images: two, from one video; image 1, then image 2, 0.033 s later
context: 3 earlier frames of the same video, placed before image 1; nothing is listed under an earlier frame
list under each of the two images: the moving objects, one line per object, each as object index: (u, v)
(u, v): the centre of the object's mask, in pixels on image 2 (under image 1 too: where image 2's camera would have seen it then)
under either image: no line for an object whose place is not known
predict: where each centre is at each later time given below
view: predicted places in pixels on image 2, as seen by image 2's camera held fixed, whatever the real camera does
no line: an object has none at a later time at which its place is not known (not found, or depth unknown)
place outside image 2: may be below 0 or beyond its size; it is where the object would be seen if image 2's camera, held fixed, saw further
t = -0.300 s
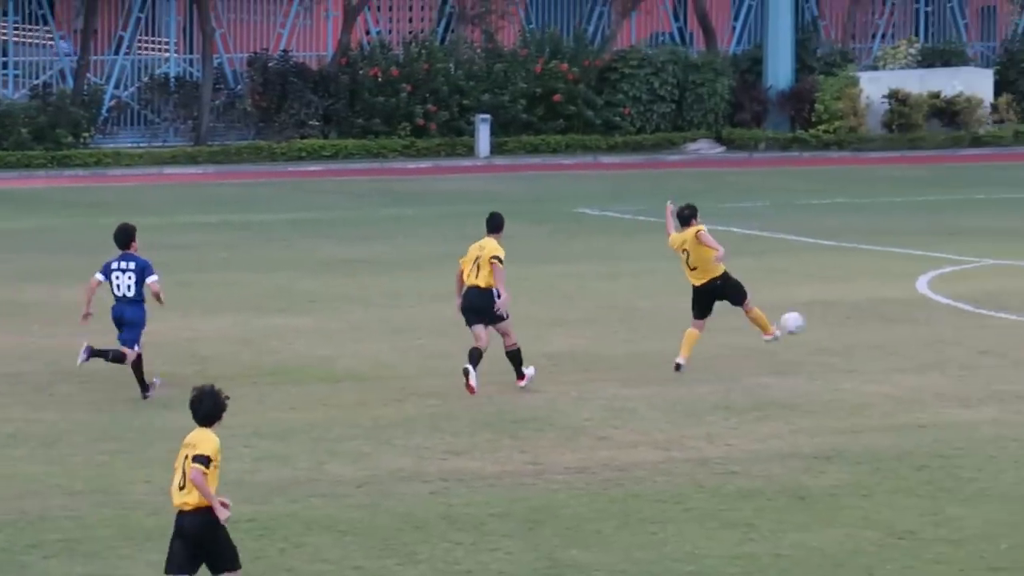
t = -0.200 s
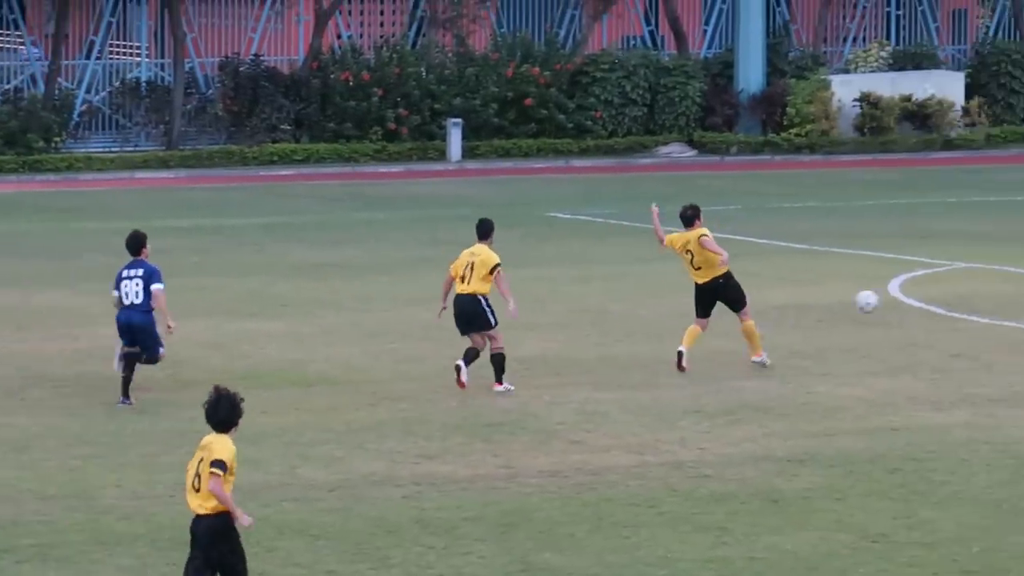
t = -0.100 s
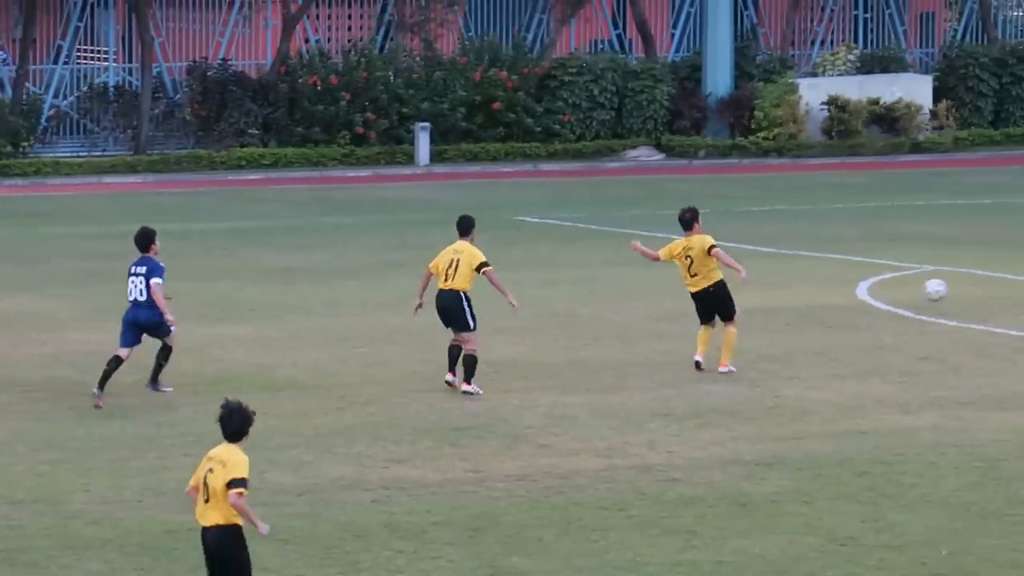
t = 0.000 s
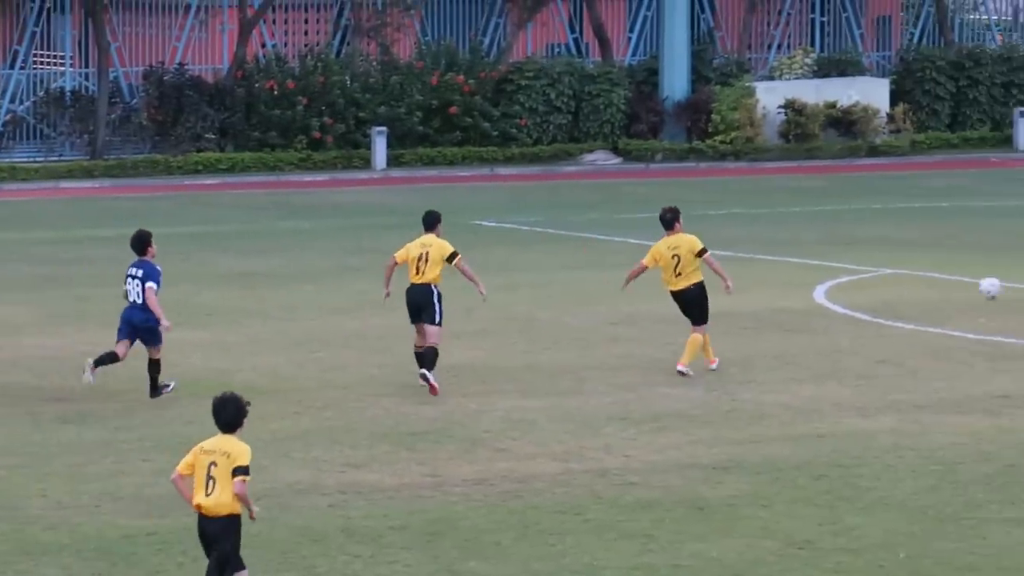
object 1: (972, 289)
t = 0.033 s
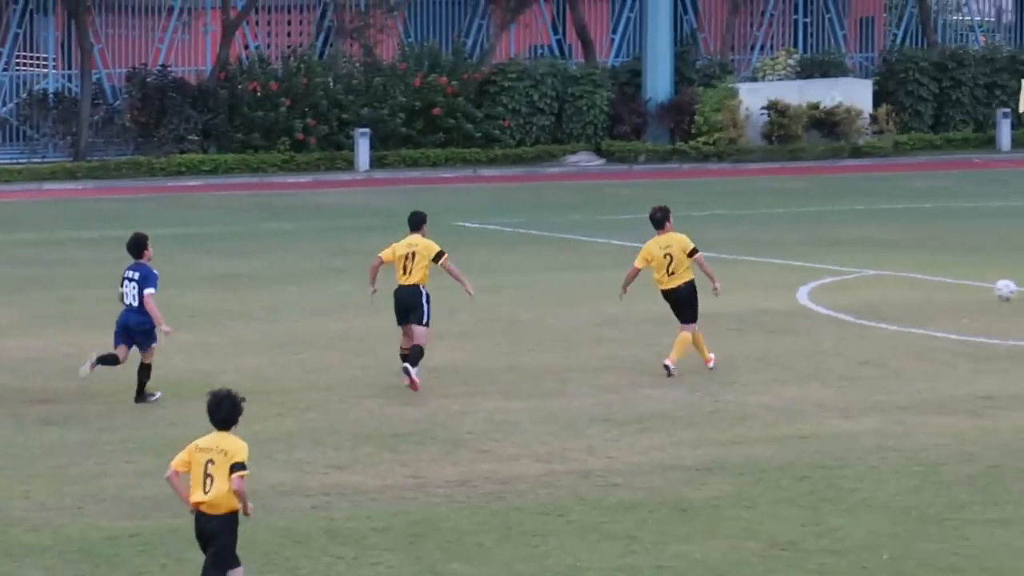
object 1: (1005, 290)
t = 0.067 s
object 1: (1035, 291)
